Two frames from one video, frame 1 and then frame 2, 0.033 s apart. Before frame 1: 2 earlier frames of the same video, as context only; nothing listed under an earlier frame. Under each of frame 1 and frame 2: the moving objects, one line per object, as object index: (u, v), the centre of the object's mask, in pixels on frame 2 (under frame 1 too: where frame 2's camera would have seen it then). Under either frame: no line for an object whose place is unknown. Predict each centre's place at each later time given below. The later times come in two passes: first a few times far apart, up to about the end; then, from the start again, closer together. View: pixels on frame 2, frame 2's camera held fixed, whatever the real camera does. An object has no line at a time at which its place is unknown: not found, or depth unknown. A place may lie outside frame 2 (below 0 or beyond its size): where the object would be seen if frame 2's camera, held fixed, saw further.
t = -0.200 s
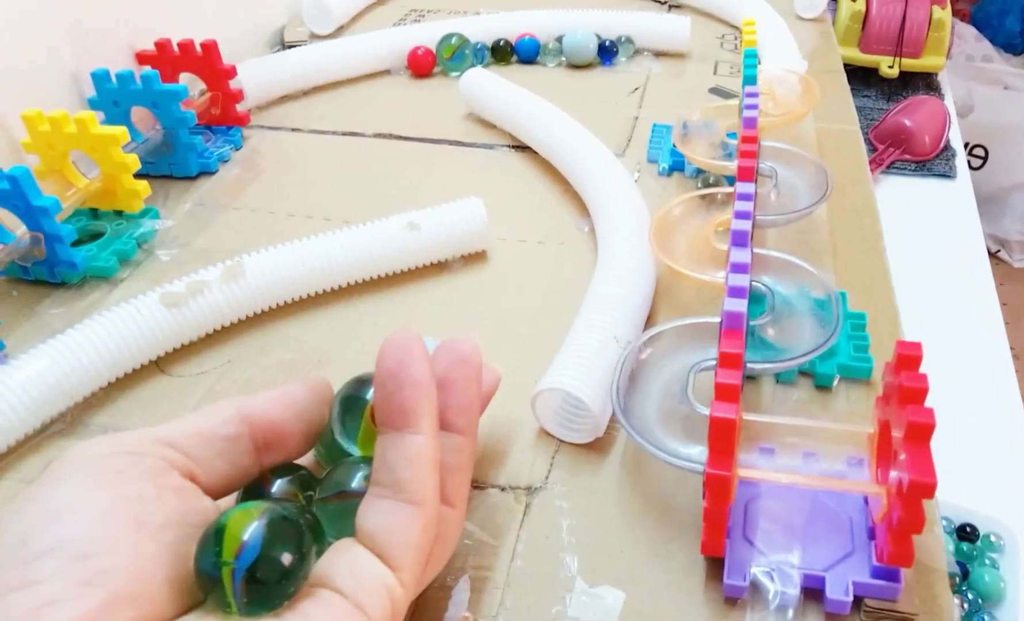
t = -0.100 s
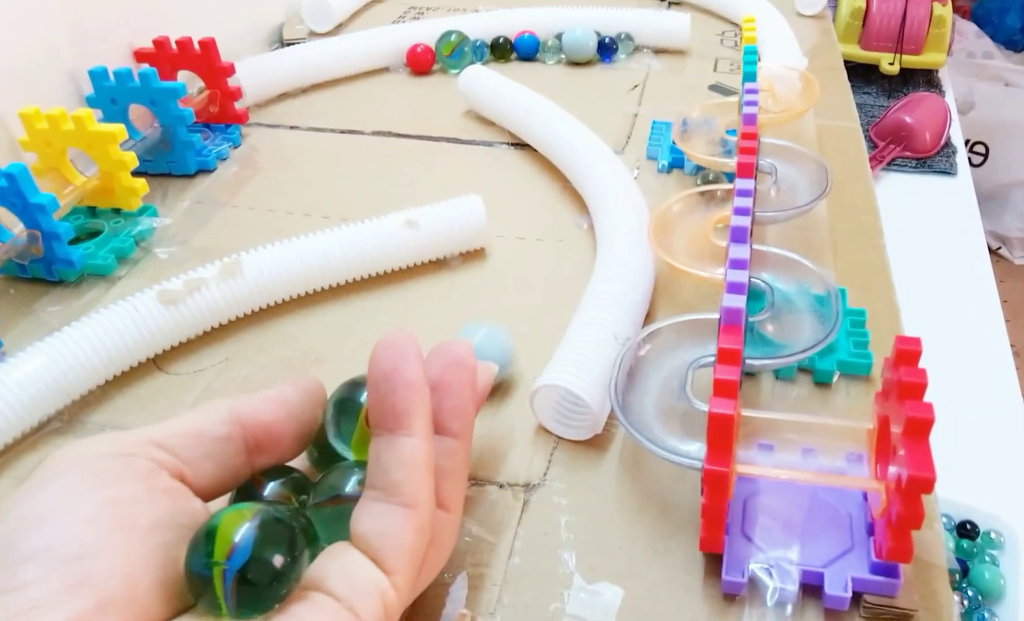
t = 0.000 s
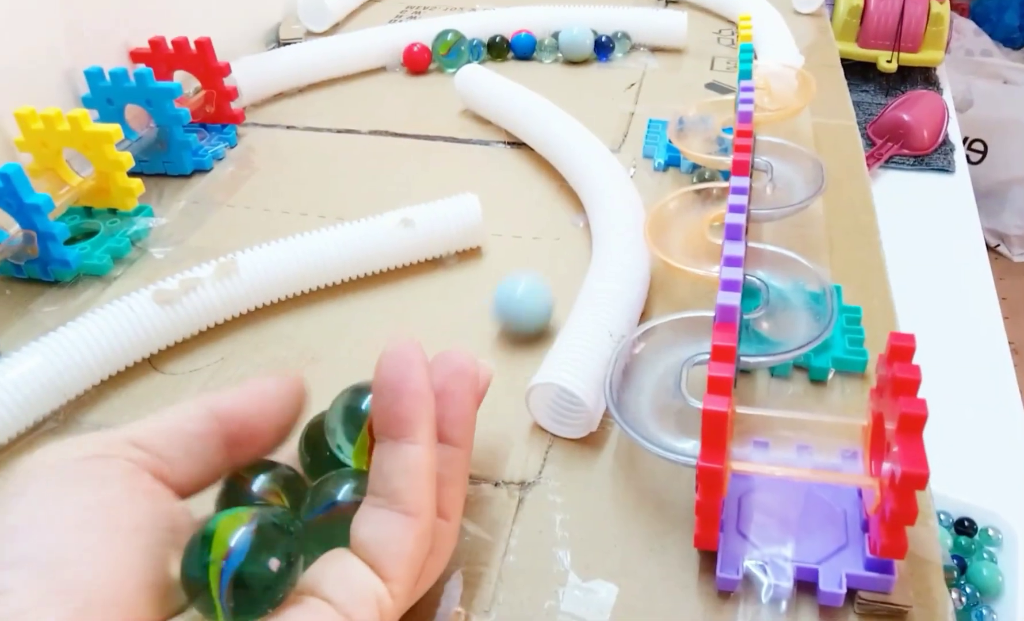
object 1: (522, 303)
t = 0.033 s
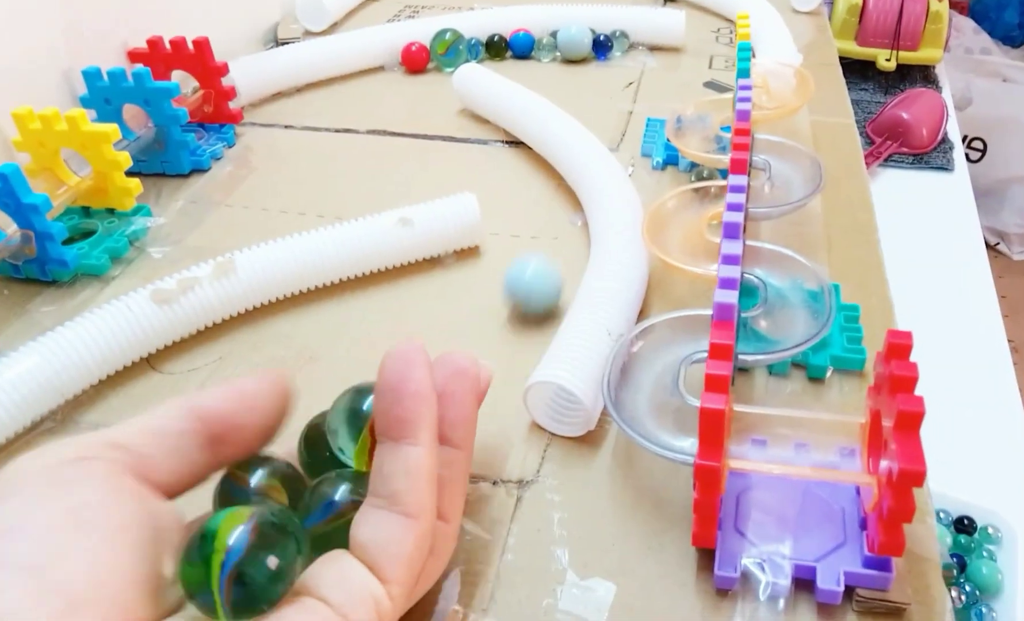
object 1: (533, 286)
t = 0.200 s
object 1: (548, 198)
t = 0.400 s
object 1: (466, 116)
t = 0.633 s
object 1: (397, 65)
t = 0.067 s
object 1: (542, 269)
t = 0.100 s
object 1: (549, 251)
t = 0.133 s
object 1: (553, 231)
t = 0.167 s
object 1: (555, 214)
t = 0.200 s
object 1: (548, 198)
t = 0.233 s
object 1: (539, 182)
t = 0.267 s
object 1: (528, 170)
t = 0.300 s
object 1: (513, 153)
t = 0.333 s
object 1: (496, 141)
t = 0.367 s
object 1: (482, 129)
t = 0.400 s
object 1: (466, 116)
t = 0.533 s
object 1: (403, 80)
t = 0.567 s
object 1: (393, 72)
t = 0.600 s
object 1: (386, 64)
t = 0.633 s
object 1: (397, 65)
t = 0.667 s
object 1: (407, 66)
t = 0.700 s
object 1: (419, 65)
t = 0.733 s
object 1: (430, 65)
